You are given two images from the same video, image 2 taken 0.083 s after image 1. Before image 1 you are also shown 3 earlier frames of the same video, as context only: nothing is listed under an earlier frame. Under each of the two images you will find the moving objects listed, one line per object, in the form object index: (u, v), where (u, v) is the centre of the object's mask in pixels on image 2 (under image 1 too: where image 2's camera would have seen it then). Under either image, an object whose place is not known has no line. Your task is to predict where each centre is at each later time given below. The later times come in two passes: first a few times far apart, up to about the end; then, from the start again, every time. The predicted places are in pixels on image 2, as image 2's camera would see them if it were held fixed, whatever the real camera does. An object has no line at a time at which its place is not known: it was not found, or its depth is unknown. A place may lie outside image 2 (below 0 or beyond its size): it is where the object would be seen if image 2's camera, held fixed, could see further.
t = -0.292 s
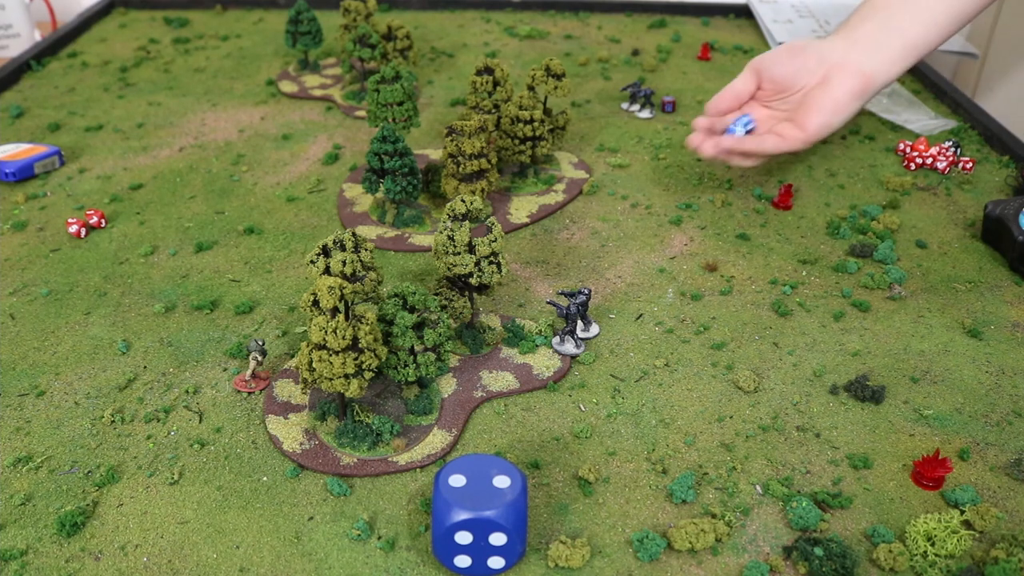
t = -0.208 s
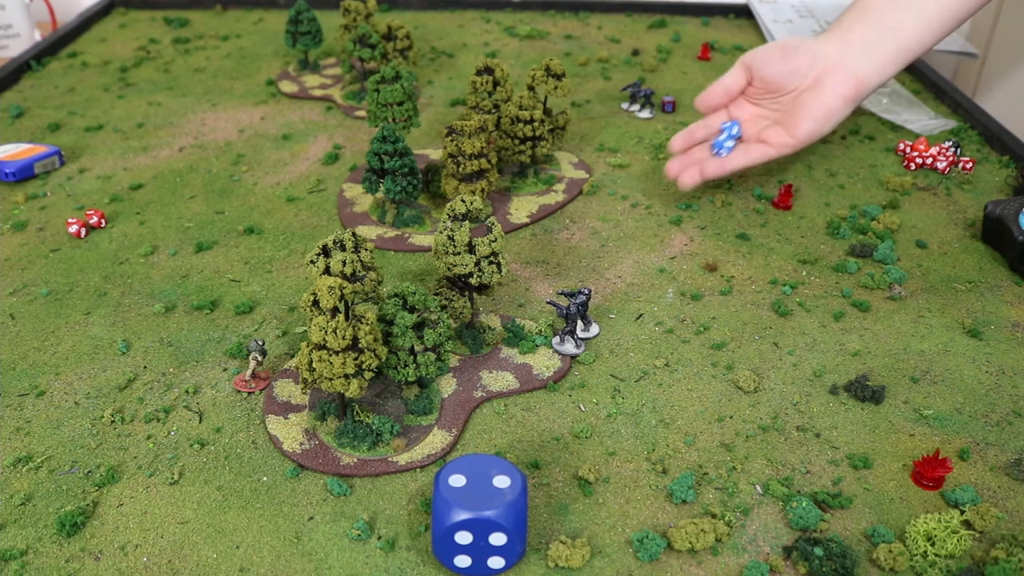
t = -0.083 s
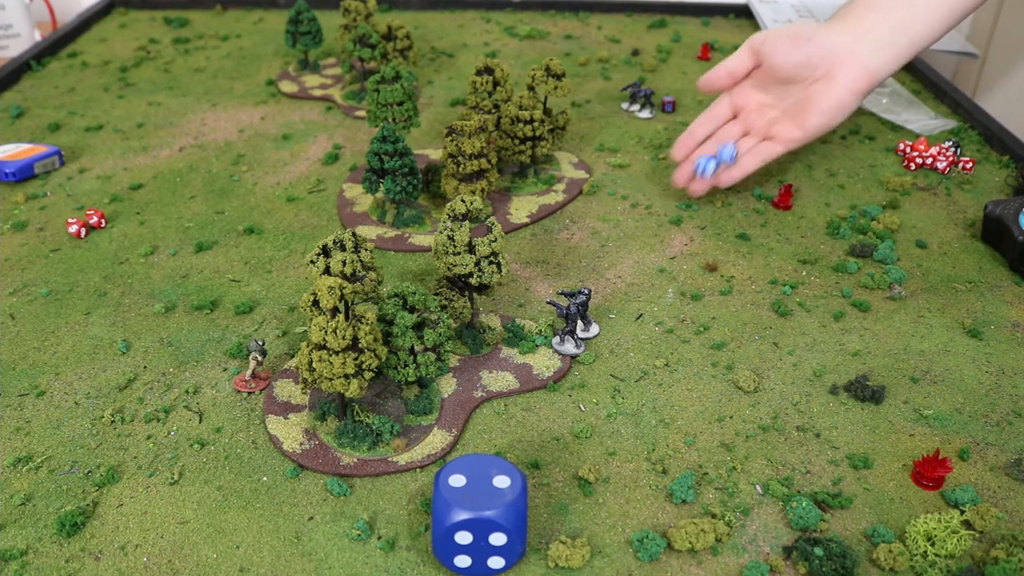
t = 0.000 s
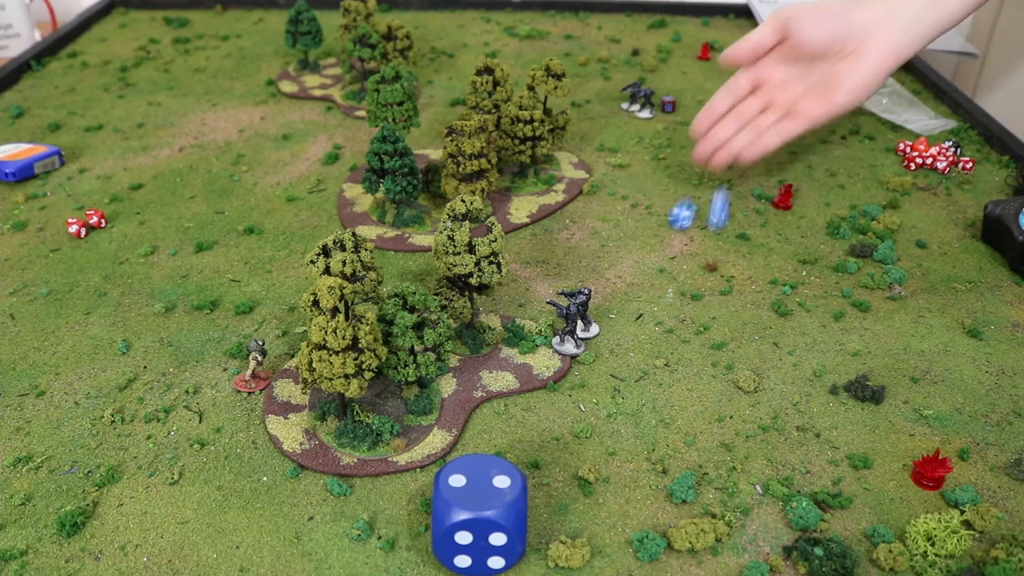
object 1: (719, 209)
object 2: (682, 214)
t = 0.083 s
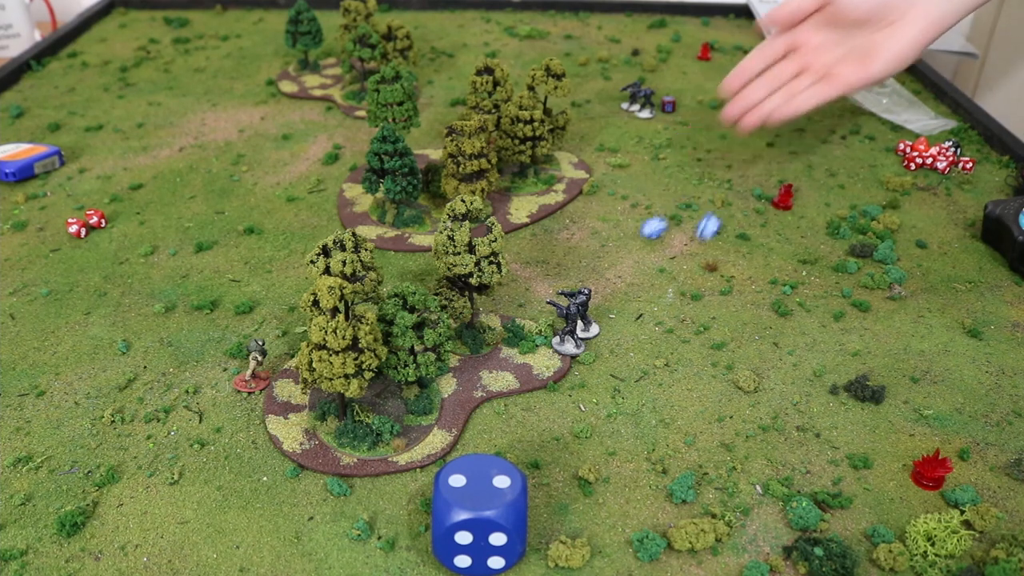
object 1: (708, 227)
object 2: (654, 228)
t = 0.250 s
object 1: (691, 245)
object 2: (627, 250)
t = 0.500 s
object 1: (684, 248)
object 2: (627, 244)
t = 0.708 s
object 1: (684, 248)
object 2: (626, 244)
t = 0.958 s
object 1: (684, 248)
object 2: (626, 244)
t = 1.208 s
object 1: (684, 248)
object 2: (626, 244)
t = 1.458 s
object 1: (684, 248)
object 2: (626, 244)
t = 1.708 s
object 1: (684, 248)
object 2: (626, 244)
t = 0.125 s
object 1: (703, 234)
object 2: (641, 237)
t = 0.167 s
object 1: (700, 237)
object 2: (632, 243)
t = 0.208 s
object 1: (696, 242)
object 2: (627, 248)
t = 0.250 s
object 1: (691, 245)
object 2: (627, 250)
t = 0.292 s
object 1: (689, 246)
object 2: (627, 250)
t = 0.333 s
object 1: (685, 247)
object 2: (627, 248)
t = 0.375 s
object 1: (683, 247)
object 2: (627, 246)
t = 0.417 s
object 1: (683, 248)
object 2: (626, 245)
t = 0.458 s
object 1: (684, 248)
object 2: (627, 244)
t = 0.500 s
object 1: (684, 248)
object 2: (627, 244)
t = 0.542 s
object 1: (684, 248)
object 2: (627, 244)
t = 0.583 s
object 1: (684, 248)
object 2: (626, 244)
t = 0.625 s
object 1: (684, 248)
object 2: (626, 245)
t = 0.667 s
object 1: (684, 248)
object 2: (626, 244)
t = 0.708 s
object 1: (684, 248)
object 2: (626, 244)
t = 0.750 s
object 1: (684, 248)
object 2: (626, 244)
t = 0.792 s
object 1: (684, 248)
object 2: (626, 244)
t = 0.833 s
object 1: (684, 248)
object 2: (626, 244)
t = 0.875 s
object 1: (684, 248)
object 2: (626, 244)
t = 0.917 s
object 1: (684, 248)
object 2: (626, 244)
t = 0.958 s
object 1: (684, 248)
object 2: (626, 244)
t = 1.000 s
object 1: (684, 248)
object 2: (626, 244)
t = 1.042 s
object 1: (684, 248)
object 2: (626, 244)
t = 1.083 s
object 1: (684, 248)
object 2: (626, 244)
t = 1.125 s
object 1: (684, 248)
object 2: (626, 244)
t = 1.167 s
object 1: (684, 248)
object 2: (626, 244)
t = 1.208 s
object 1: (684, 248)
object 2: (626, 244)
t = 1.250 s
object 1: (684, 248)
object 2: (626, 244)
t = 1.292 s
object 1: (684, 248)
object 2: (626, 244)
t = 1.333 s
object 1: (684, 248)
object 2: (626, 244)
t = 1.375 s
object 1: (684, 248)
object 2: (626, 244)
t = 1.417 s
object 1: (684, 248)
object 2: (626, 244)
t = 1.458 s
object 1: (684, 248)
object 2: (626, 244)
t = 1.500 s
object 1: (684, 248)
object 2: (626, 244)
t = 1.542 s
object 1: (684, 248)
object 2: (626, 244)
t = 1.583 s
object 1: (684, 248)
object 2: (626, 244)
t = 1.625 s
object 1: (684, 248)
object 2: (626, 244)
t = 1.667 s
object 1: (684, 248)
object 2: (626, 244)
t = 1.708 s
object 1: (684, 248)
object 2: (626, 244)
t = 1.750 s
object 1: (684, 248)
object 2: (626, 244)
